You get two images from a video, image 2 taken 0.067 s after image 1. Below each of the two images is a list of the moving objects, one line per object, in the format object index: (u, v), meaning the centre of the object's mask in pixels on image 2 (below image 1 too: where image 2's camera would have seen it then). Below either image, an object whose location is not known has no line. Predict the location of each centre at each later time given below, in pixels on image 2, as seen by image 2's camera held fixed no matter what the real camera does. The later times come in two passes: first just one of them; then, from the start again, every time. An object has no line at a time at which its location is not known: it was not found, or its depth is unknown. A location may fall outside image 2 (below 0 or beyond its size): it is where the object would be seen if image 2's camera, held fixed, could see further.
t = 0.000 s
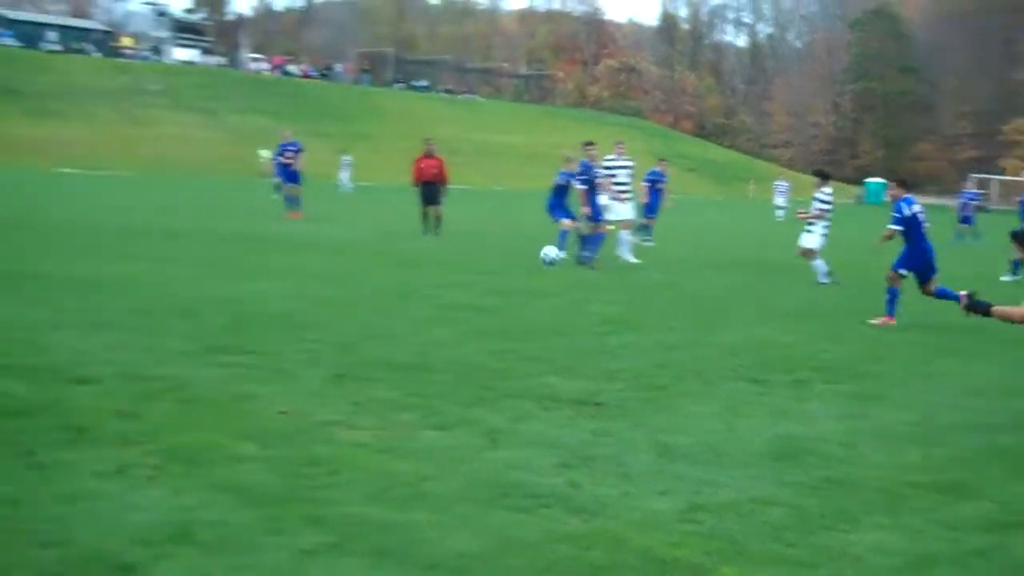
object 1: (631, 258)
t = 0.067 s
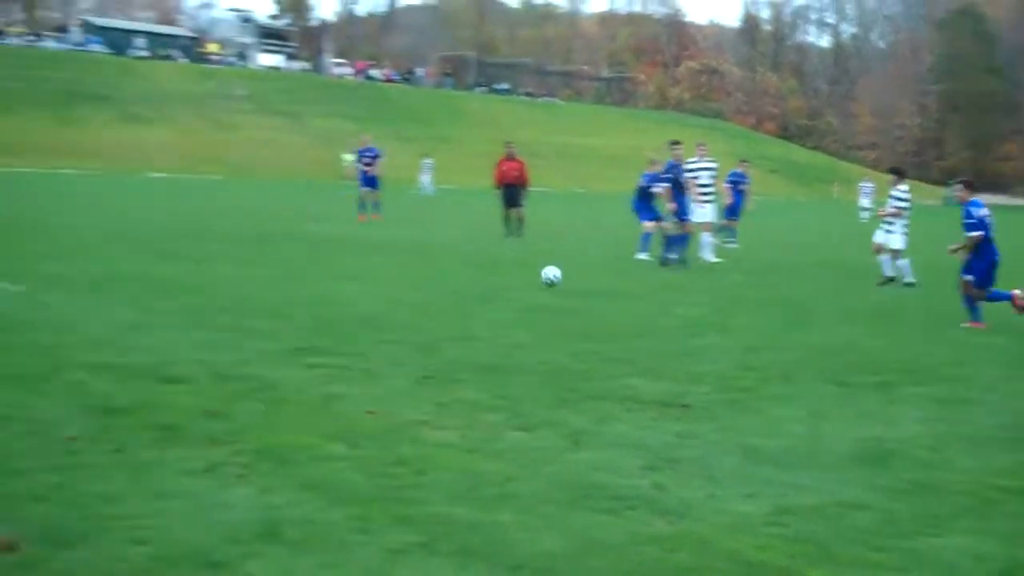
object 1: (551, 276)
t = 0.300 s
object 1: (309, 247)
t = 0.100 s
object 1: (511, 282)
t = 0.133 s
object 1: (479, 276)
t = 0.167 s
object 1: (448, 268)
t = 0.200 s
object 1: (415, 261)
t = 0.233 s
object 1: (381, 255)
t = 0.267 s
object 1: (346, 251)
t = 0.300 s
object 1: (309, 247)
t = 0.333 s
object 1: (273, 245)
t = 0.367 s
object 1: (233, 245)
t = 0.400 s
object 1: (193, 245)
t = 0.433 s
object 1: (151, 248)
